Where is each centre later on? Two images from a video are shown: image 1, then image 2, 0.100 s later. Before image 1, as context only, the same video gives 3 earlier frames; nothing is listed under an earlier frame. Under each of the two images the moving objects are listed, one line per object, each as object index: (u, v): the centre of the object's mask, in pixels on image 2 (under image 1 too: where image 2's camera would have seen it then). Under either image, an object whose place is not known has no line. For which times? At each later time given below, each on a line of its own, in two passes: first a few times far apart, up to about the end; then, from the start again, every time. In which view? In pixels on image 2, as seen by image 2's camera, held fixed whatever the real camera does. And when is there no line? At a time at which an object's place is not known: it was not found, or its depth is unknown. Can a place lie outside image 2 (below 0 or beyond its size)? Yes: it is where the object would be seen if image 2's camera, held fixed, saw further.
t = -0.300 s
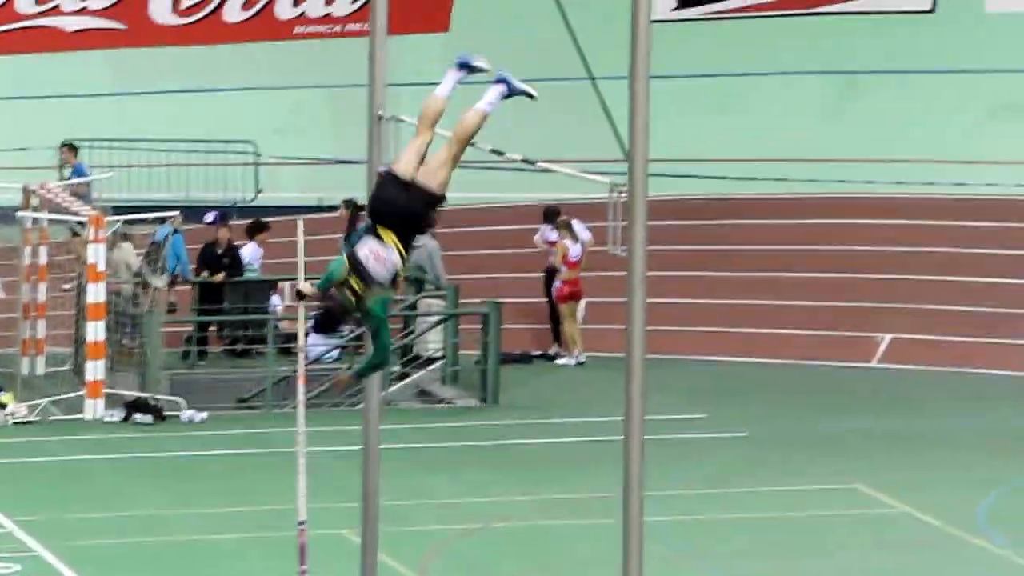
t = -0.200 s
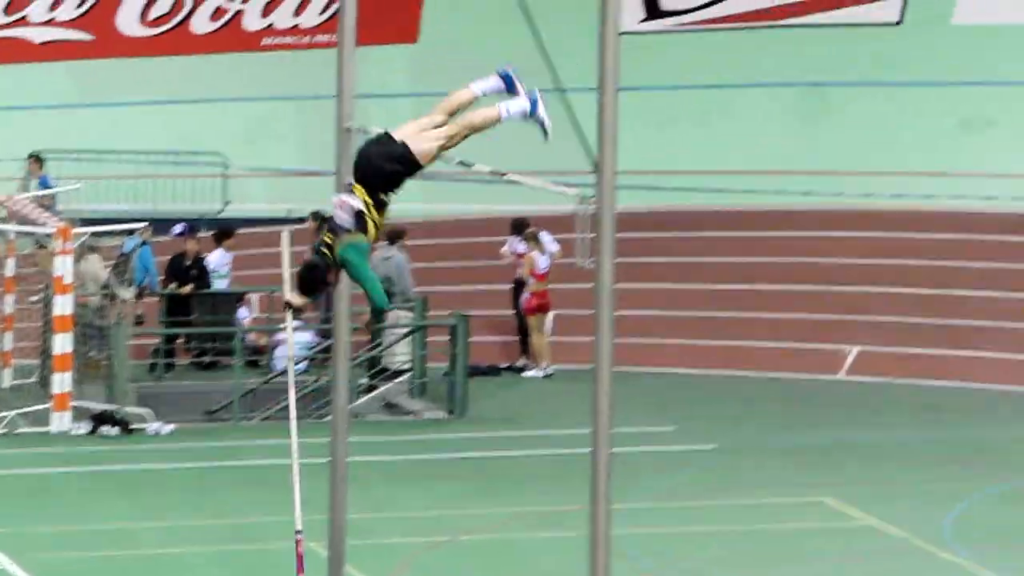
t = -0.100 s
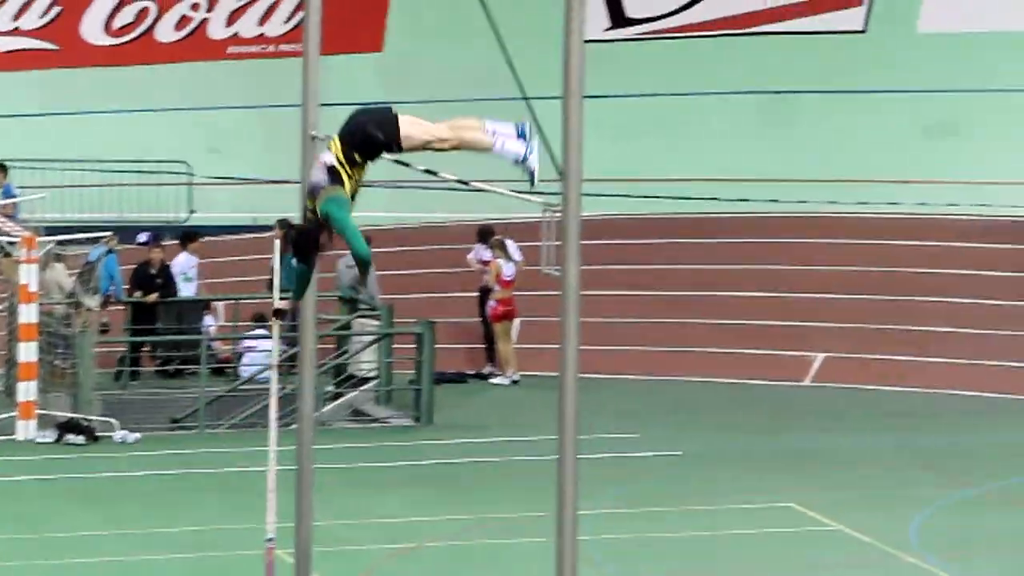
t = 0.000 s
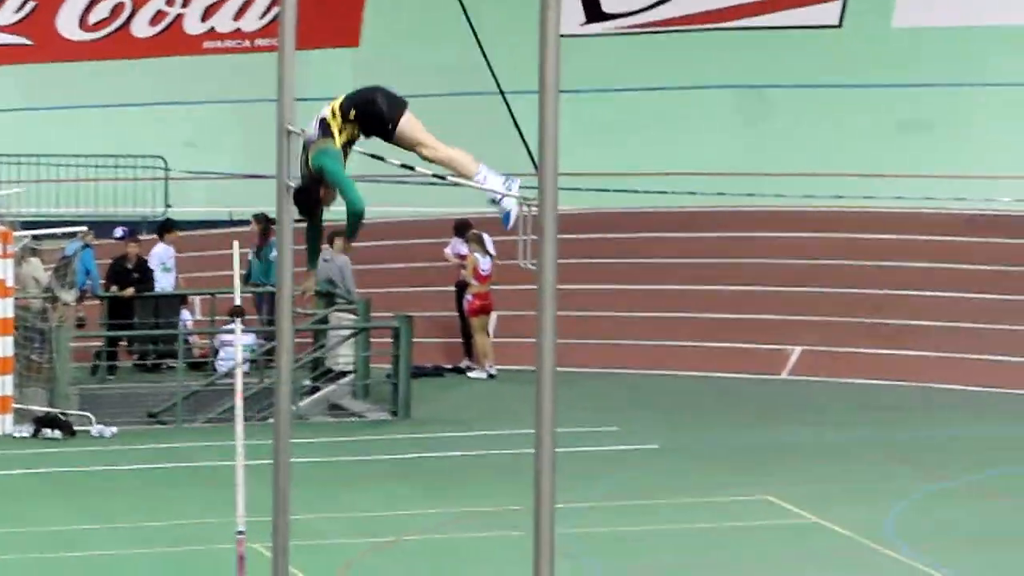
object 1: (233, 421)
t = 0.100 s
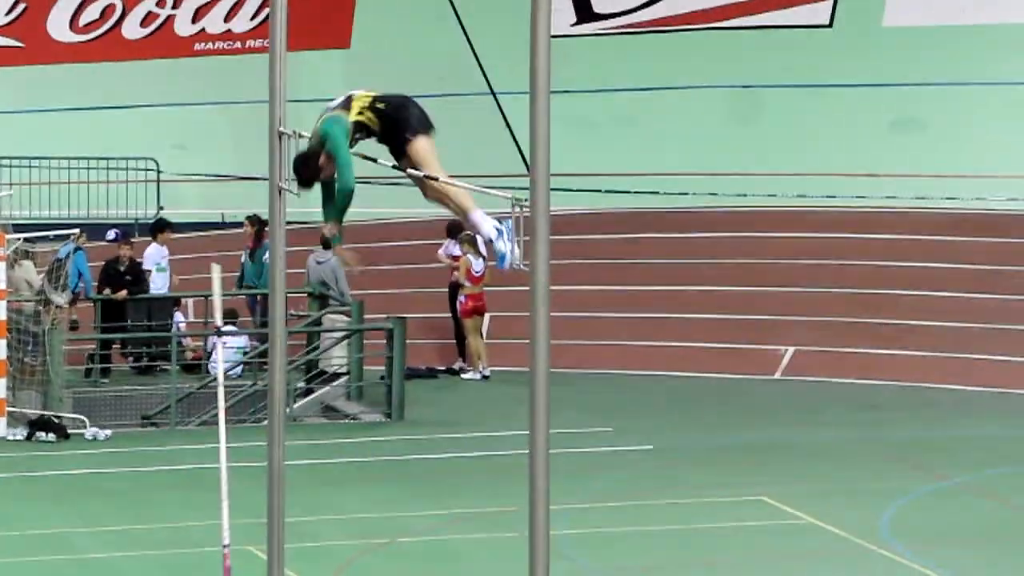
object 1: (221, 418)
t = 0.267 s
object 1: (206, 446)
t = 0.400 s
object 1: (183, 499)
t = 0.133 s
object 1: (220, 426)
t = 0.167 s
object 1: (216, 430)
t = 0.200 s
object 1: (215, 434)
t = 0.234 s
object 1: (213, 440)
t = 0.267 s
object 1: (206, 446)
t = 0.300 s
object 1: (200, 462)
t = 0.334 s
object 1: (195, 463)
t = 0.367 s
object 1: (187, 474)
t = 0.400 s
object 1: (183, 499)
